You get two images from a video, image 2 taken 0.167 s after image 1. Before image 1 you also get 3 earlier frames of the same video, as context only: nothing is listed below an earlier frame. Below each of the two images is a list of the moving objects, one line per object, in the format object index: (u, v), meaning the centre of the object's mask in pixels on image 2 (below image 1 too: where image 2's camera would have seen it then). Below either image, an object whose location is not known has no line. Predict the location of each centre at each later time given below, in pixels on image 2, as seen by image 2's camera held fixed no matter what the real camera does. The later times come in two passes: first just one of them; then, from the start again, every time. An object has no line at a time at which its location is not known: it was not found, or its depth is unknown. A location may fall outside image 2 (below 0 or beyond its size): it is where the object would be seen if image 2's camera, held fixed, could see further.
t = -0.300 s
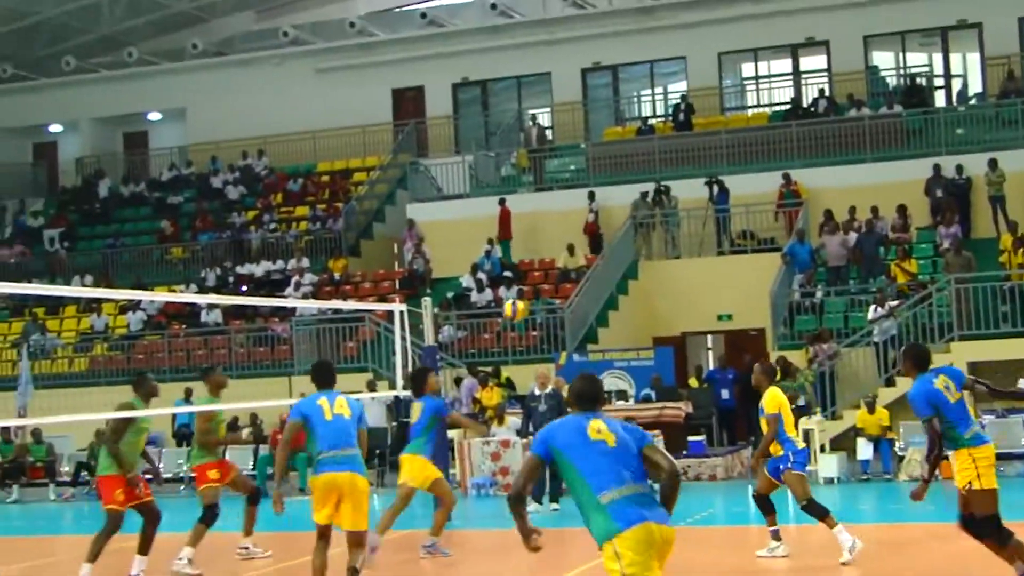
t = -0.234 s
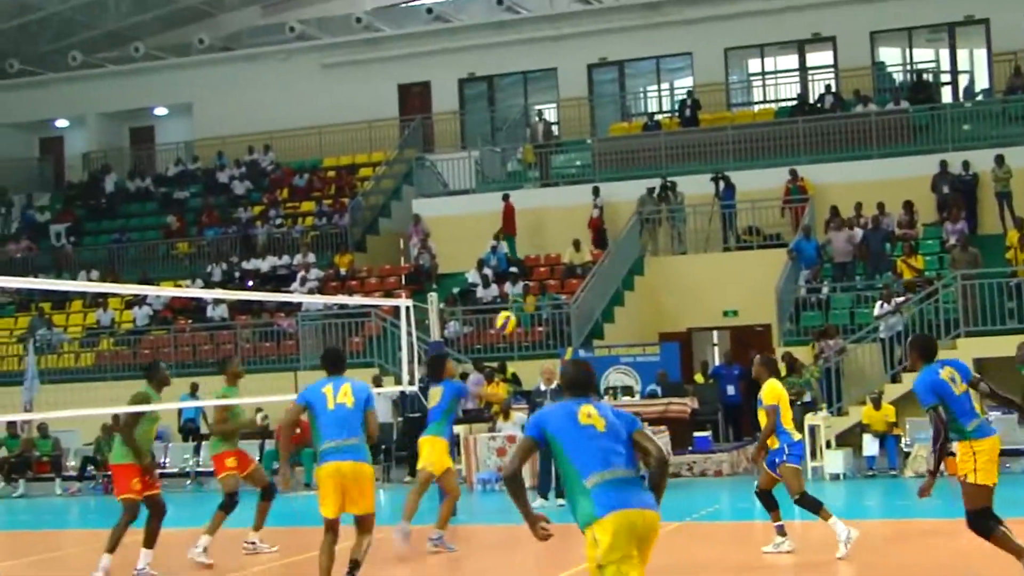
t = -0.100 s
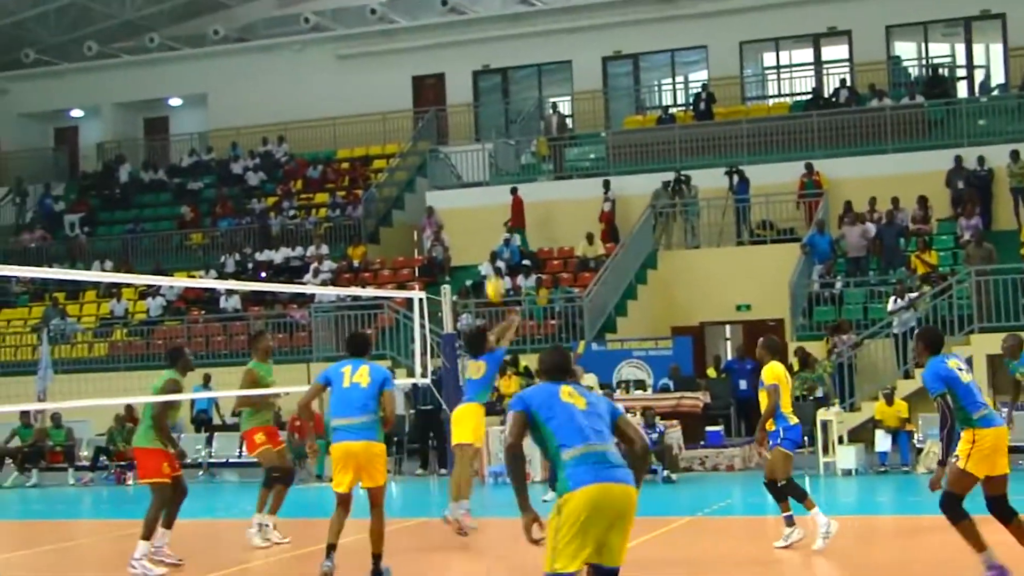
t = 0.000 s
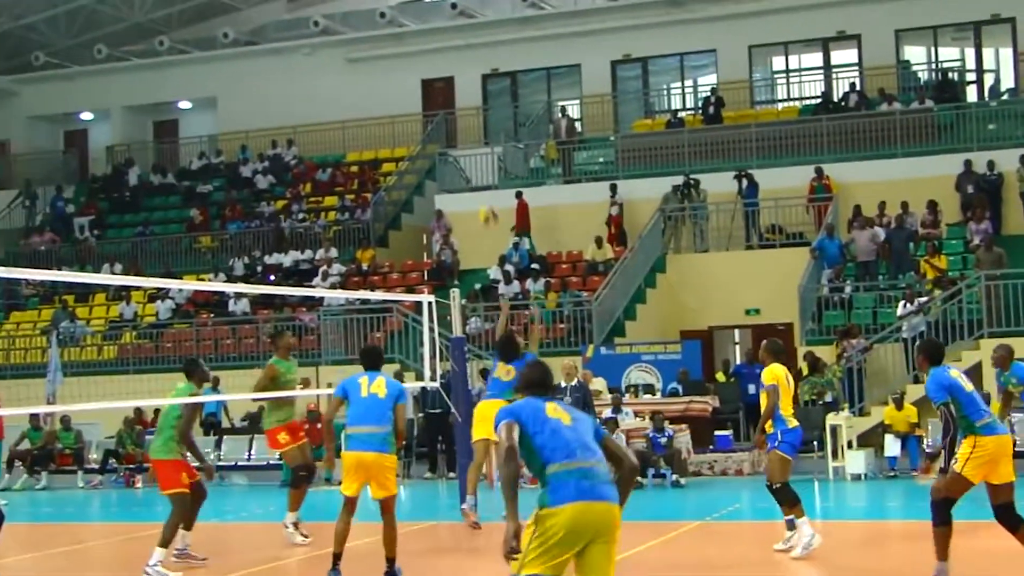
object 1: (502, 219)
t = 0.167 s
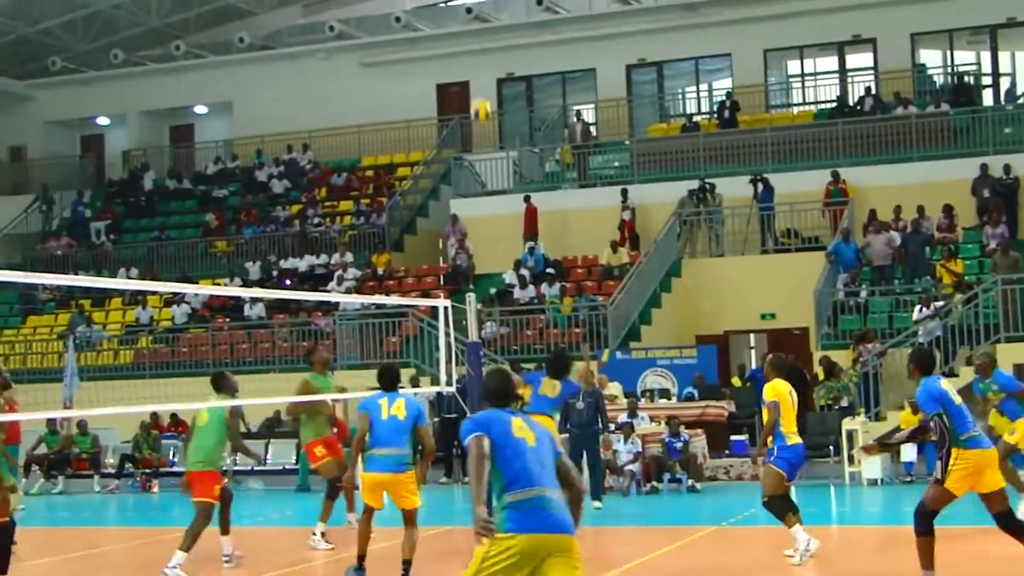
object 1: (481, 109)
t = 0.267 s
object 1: (468, 60)
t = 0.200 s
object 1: (476, 93)
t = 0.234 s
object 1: (472, 76)
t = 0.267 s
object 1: (468, 60)
